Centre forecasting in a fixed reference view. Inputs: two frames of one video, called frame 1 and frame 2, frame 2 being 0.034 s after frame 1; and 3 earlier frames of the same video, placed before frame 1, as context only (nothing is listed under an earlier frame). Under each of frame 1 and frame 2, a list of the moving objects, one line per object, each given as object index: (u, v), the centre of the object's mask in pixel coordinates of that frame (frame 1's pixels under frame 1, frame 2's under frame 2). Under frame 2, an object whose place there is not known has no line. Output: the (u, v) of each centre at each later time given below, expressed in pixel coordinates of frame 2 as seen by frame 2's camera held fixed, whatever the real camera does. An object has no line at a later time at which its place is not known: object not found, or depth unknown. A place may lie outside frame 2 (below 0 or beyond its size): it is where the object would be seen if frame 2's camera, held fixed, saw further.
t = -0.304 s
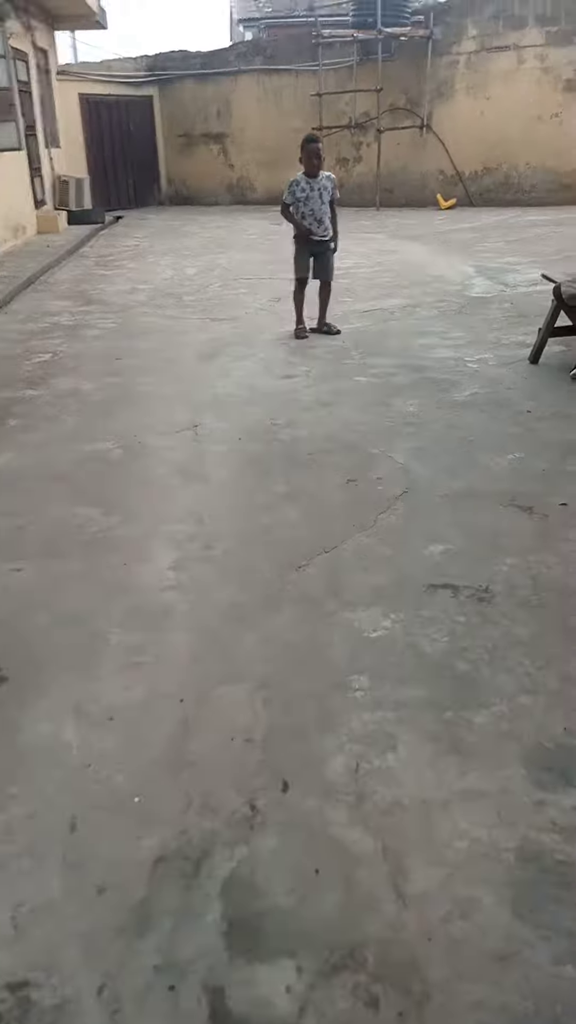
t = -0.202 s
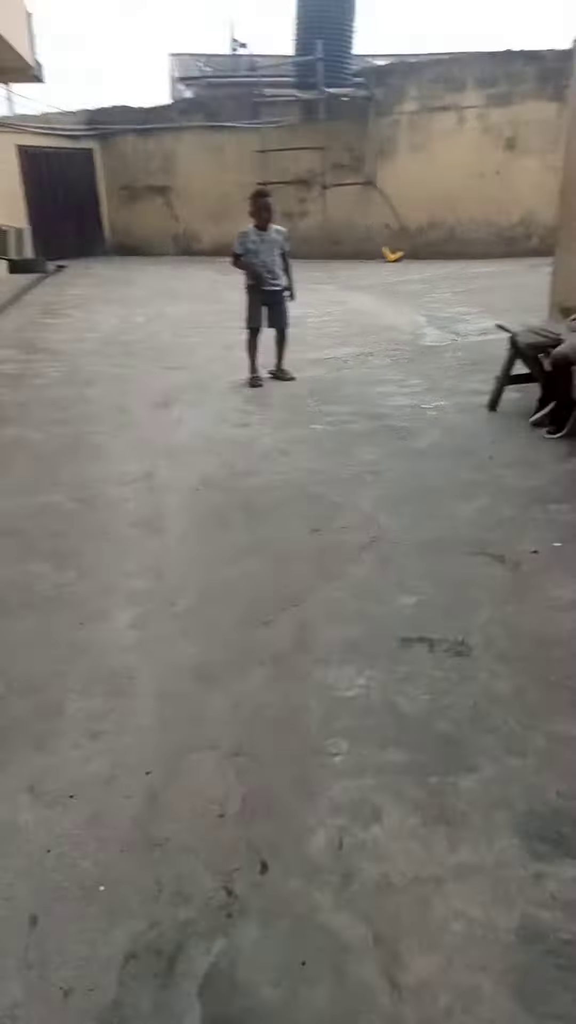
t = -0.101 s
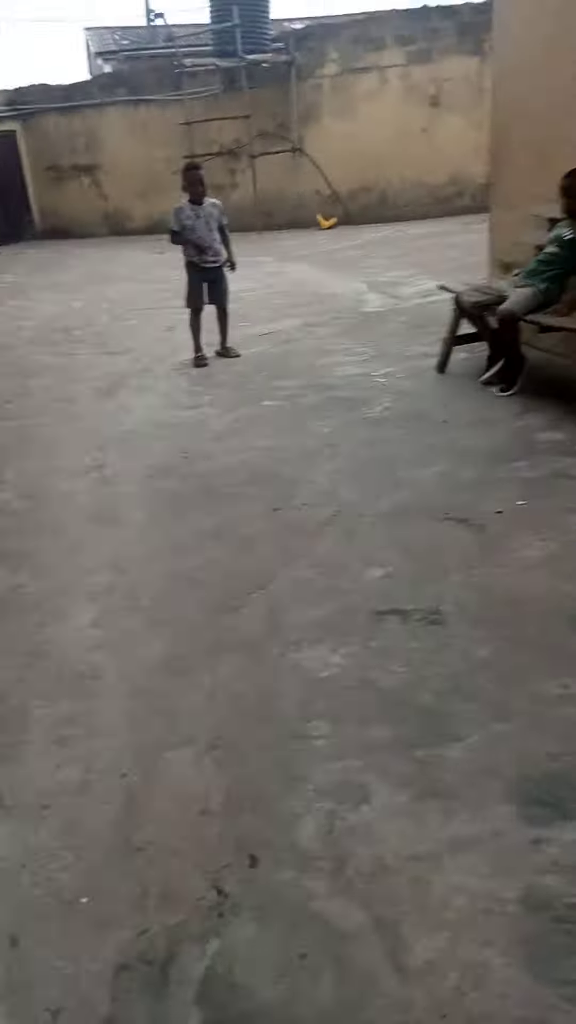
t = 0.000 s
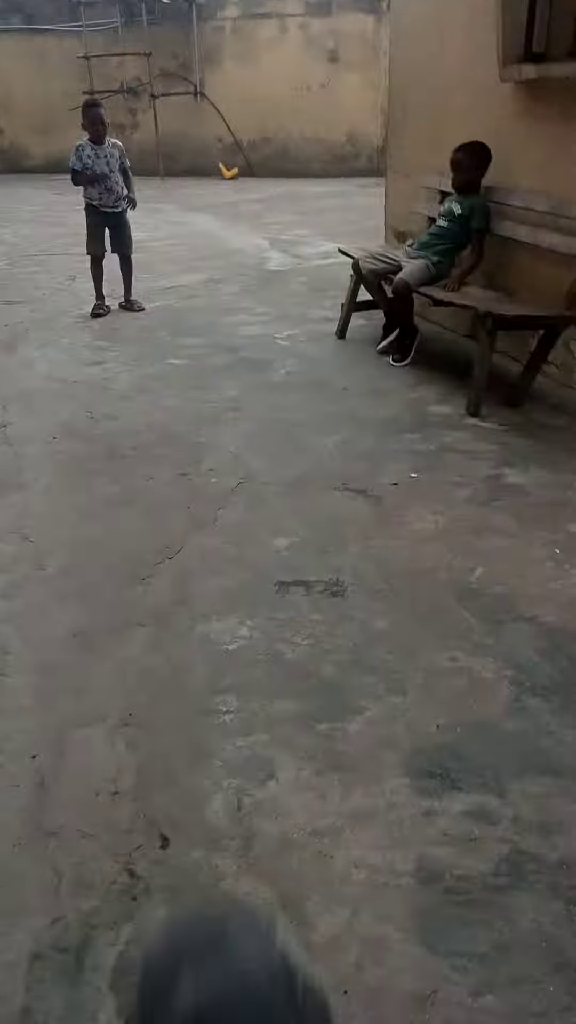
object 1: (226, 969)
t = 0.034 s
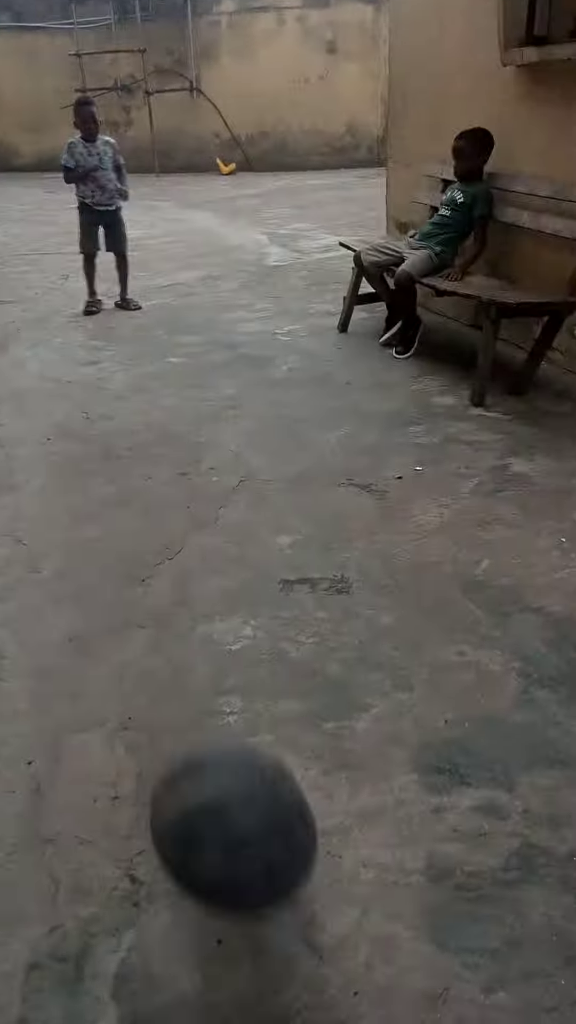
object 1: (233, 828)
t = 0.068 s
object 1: (227, 693)
